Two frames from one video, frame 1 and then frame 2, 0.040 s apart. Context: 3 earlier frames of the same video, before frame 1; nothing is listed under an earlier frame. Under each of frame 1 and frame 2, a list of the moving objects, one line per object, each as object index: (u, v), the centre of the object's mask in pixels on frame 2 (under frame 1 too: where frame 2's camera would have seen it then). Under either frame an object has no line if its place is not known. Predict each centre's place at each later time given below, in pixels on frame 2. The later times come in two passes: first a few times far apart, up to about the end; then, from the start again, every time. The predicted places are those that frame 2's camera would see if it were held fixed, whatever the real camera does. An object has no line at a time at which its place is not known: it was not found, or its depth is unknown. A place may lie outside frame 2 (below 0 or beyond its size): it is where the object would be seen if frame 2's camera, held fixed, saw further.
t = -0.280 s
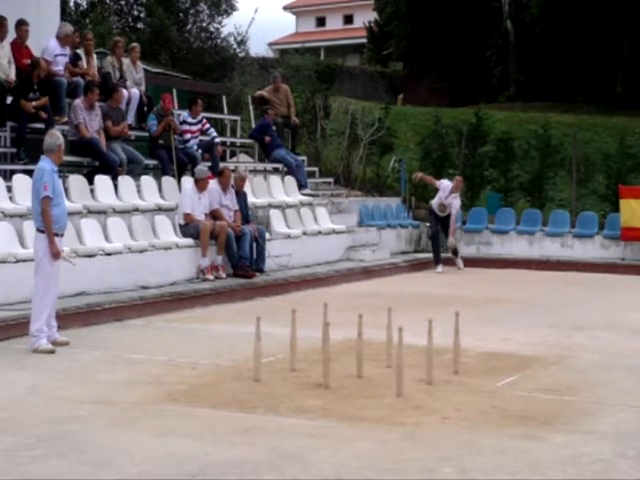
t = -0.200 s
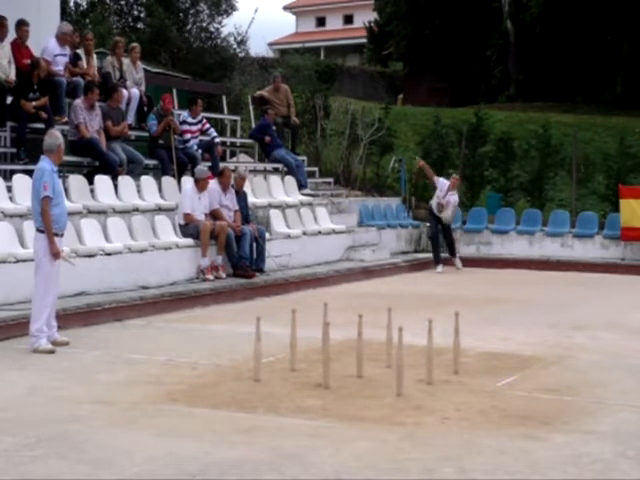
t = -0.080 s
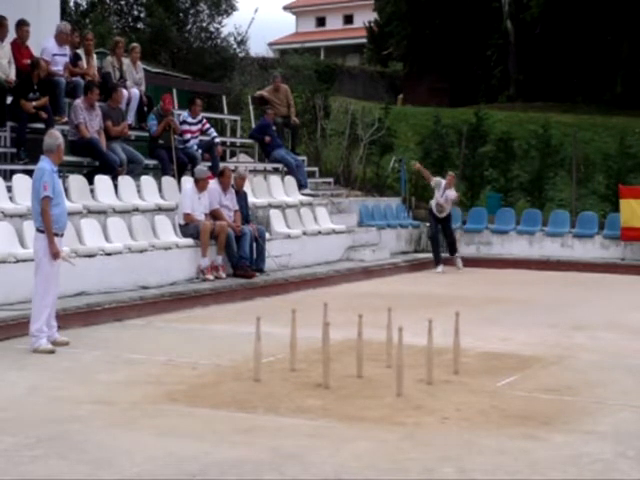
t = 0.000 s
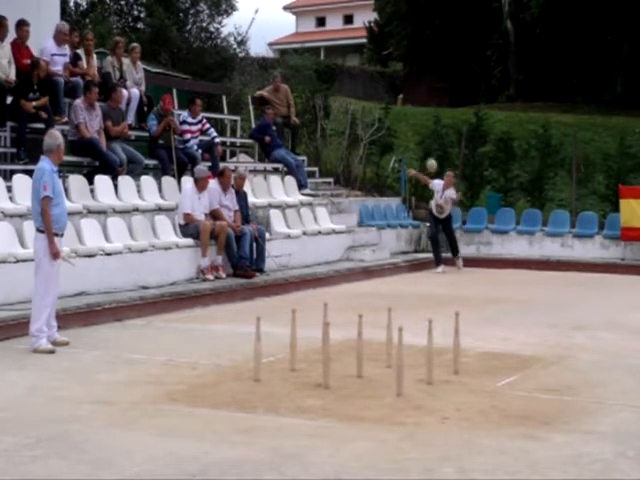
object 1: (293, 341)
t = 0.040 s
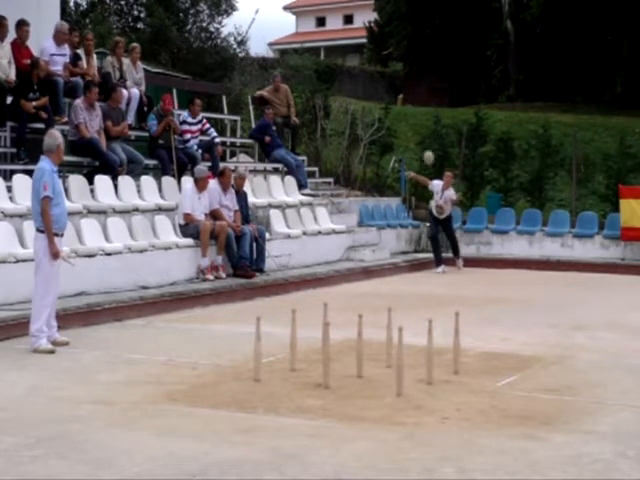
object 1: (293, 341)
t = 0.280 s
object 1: (293, 341)
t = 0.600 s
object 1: (293, 341)
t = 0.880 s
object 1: (293, 342)
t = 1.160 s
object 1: (256, 355)
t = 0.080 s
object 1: (293, 341)
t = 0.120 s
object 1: (293, 341)
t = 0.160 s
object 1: (293, 341)
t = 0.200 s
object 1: (293, 341)
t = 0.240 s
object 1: (293, 341)
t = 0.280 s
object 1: (293, 341)
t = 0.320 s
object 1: (293, 341)
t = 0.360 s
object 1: (293, 341)
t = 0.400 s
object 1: (293, 341)
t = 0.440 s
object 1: (293, 341)
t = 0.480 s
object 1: (293, 341)
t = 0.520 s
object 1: (293, 341)
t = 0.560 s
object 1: (293, 341)
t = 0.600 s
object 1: (293, 341)
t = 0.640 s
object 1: (293, 341)
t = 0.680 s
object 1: (293, 341)
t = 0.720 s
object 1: (293, 341)
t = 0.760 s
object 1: (293, 342)
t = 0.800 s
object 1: (293, 341)
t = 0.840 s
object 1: (293, 341)
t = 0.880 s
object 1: (293, 342)
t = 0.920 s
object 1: (293, 341)
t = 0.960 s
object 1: (293, 341)
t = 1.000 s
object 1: (293, 341)
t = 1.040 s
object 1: (292, 341)
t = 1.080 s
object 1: (280, 350)
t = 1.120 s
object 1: (257, 354)
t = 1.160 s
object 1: (256, 355)
